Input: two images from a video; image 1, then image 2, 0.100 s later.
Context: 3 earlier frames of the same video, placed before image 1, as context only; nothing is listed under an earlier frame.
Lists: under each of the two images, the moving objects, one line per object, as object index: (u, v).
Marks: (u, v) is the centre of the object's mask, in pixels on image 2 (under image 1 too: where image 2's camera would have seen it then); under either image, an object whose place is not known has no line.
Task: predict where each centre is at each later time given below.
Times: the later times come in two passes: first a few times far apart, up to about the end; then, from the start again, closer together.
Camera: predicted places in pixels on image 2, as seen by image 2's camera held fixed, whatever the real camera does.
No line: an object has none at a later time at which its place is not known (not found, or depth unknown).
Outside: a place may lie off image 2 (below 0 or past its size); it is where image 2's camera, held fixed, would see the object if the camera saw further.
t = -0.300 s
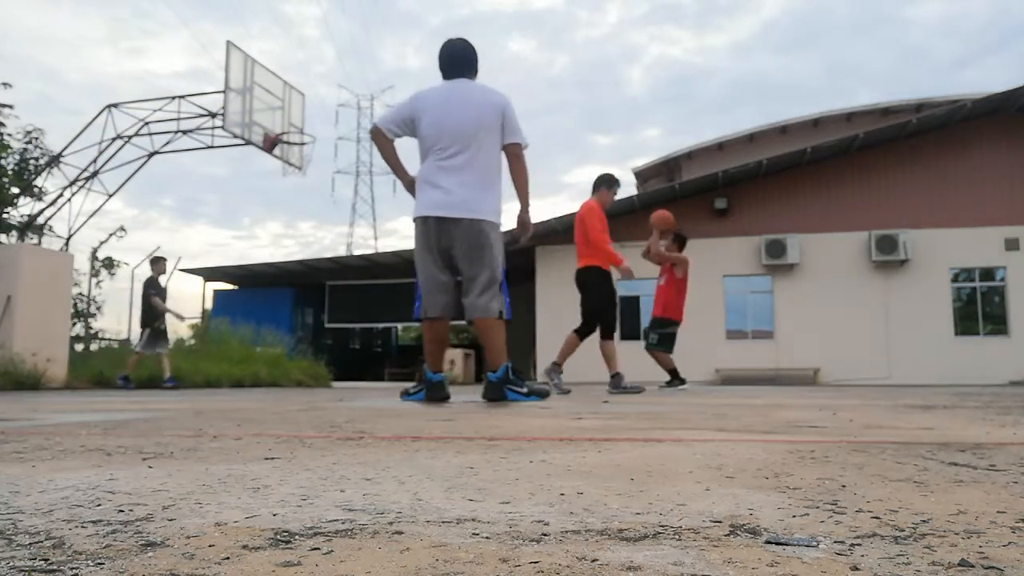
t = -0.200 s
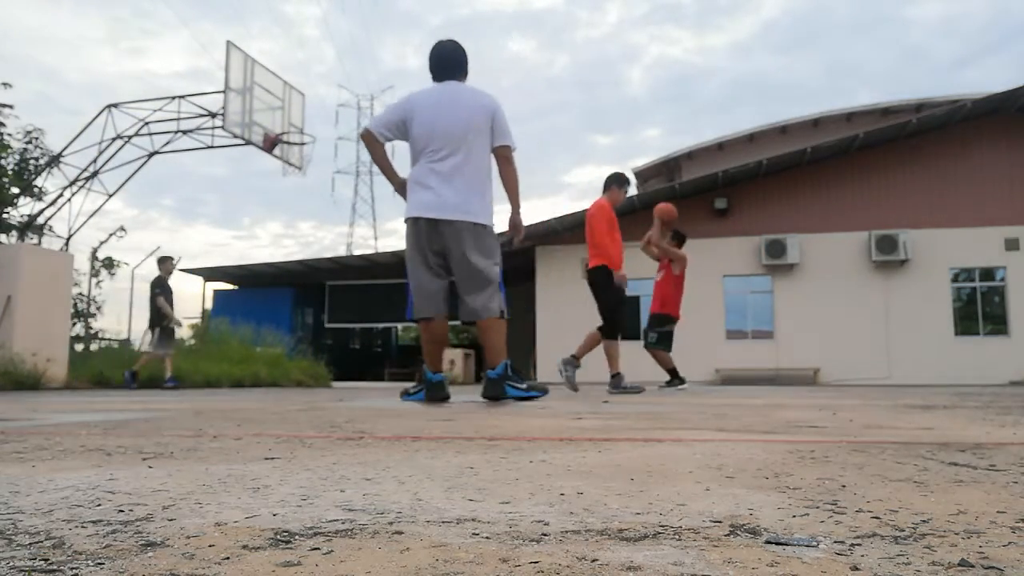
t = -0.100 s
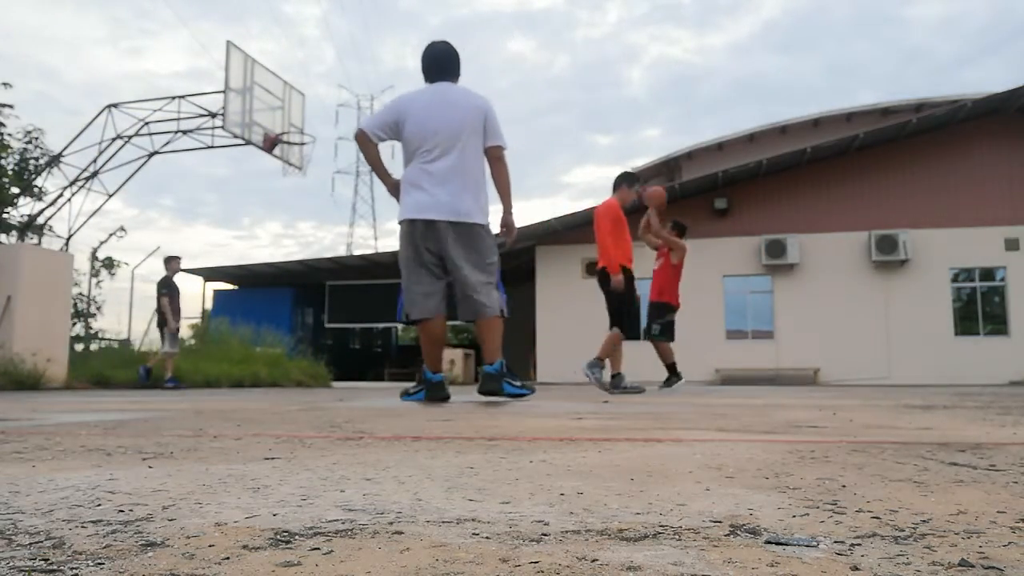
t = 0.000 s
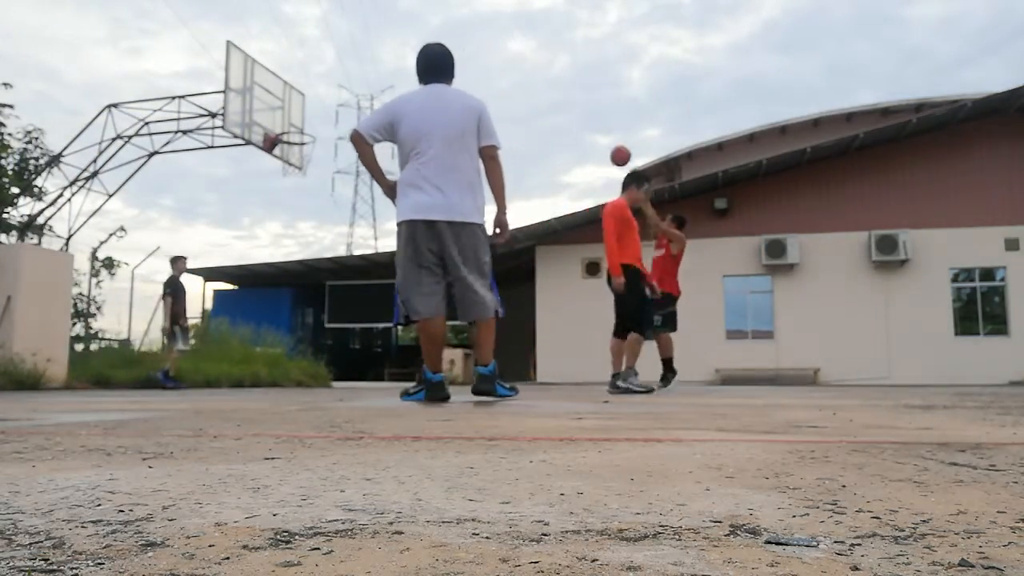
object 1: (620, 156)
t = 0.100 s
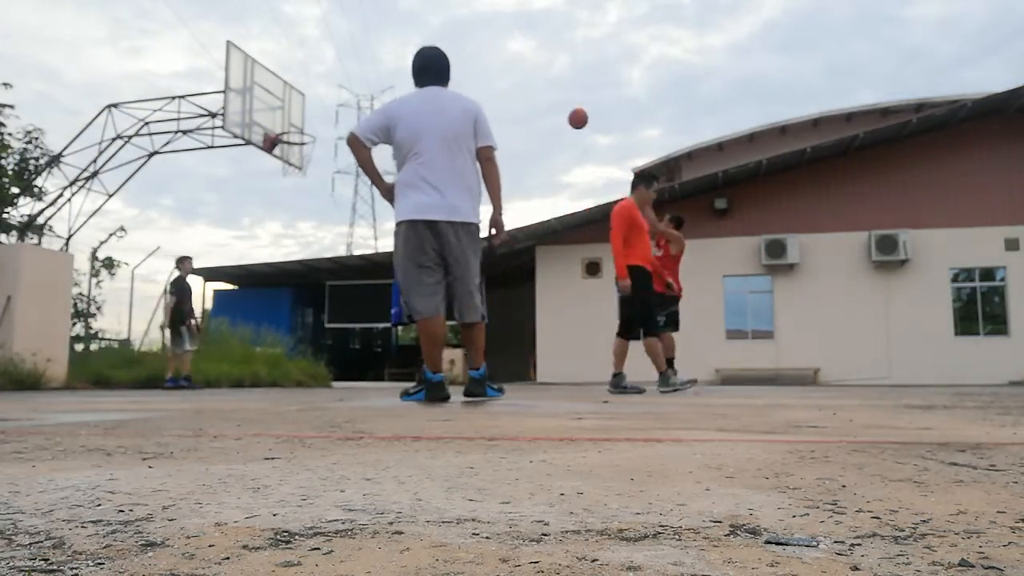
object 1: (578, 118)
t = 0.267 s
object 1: (511, 78)
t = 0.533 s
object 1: (413, 62)
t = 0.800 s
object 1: (324, 103)
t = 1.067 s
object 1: (290, 153)
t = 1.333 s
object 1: (295, 177)
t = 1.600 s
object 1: (311, 250)
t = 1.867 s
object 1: (324, 373)
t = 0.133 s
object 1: (564, 108)
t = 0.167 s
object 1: (551, 99)
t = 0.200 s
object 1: (537, 91)
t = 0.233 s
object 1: (524, 84)
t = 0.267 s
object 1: (511, 78)
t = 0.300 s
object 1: (498, 73)
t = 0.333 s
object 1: (486, 68)
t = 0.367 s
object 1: (474, 65)
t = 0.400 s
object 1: (461, 63)
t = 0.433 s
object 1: (450, 61)
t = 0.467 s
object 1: (438, 59)
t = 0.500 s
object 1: (426, 58)
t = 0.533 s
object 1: (413, 62)
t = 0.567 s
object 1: (402, 65)
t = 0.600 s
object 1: (391, 68)
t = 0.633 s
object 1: (380, 72)
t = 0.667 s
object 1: (369, 76)
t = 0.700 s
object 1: (357, 82)
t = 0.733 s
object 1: (346, 88)
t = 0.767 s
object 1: (335, 95)
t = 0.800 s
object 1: (324, 103)
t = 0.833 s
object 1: (313, 111)
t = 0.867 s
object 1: (303, 121)
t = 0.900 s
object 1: (292, 130)
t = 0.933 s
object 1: (290, 135)
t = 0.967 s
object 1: (298, 136)
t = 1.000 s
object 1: (299, 140)
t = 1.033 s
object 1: (294, 146)
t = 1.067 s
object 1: (290, 153)
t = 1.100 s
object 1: (286, 156)
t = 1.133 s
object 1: (283, 154)
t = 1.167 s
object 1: (284, 157)
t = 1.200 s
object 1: (286, 159)
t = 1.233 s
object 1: (289, 163)
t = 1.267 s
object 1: (291, 167)
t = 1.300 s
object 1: (293, 171)
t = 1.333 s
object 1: (295, 177)
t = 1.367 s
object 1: (297, 183)
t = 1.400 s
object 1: (299, 191)
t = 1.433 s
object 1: (301, 198)
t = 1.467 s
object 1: (303, 207)
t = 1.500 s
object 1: (305, 216)
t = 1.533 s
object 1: (307, 227)
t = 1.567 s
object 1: (309, 238)
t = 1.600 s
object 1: (311, 250)
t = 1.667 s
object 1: (315, 275)
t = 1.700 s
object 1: (317, 289)
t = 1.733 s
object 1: (319, 304)
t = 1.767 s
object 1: (320, 320)
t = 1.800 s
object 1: (322, 337)
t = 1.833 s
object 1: (324, 354)
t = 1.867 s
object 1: (324, 373)
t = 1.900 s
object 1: (325, 373)
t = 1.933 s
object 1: (328, 358)
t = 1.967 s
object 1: (328, 344)
